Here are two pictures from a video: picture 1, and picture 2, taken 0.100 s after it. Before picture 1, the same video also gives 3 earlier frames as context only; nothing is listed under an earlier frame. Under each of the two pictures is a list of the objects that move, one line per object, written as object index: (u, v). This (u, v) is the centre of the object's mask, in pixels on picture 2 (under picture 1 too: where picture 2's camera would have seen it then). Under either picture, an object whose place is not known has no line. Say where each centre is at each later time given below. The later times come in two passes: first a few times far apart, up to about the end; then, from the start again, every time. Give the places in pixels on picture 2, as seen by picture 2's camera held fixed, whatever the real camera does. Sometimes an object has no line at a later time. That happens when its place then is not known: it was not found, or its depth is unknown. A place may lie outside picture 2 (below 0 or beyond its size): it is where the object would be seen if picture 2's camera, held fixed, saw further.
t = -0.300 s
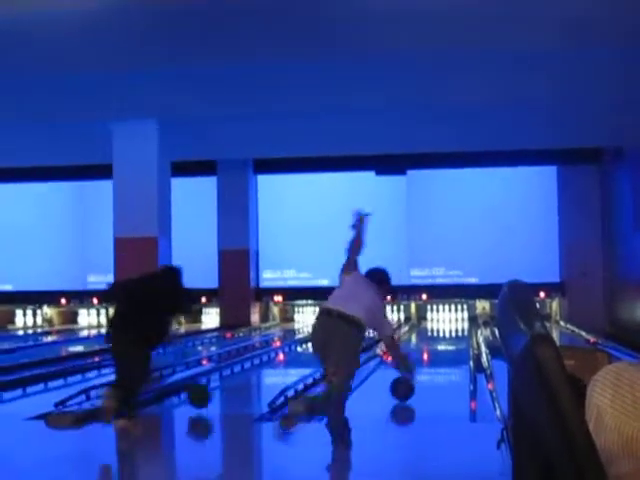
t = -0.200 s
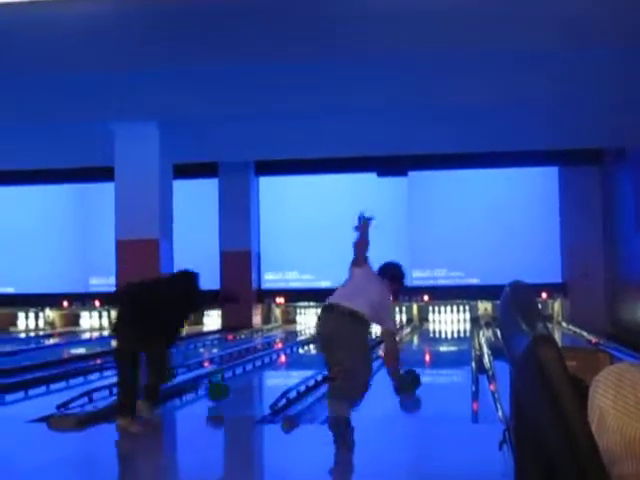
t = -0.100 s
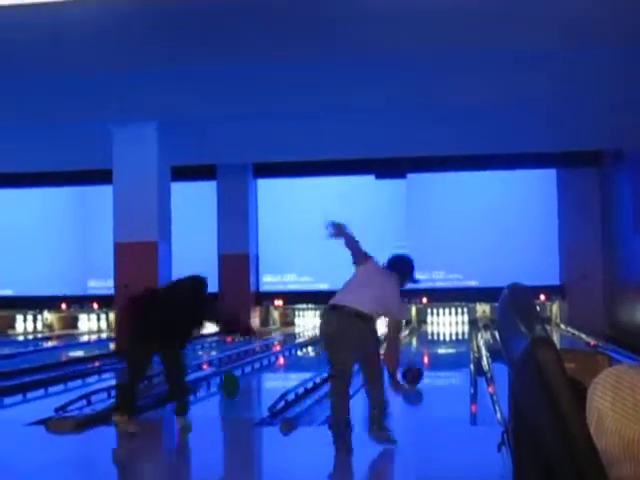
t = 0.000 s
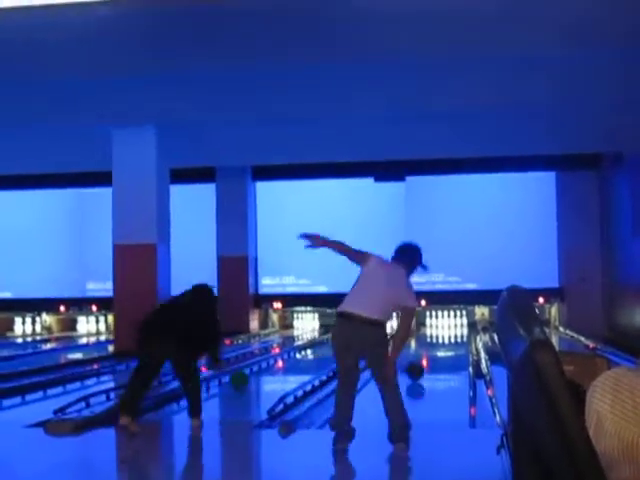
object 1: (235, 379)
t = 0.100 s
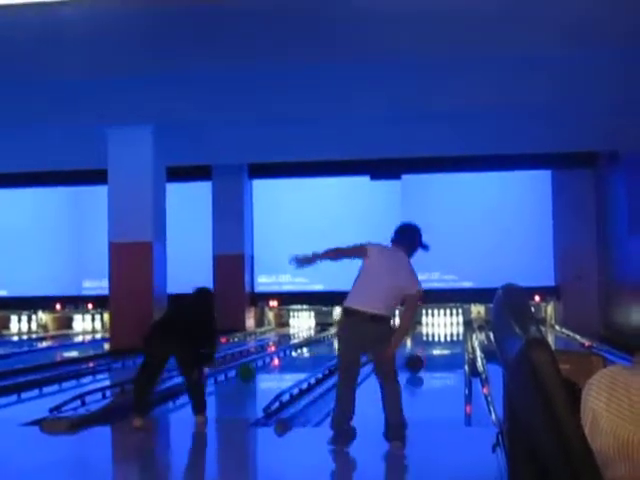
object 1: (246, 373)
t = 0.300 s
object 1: (261, 364)
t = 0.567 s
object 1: (282, 352)
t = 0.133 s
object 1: (247, 370)
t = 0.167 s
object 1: (250, 369)
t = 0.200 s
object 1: (251, 368)
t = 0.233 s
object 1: (254, 367)
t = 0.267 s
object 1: (258, 364)
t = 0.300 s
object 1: (261, 364)
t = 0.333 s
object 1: (262, 364)
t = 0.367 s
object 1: (263, 364)
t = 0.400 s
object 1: (265, 361)
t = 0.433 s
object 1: (266, 359)
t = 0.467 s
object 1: (269, 357)
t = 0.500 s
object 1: (274, 355)
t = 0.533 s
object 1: (279, 353)
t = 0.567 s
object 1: (282, 352)
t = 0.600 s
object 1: (285, 351)
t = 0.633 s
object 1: (289, 350)
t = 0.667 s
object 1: (292, 352)
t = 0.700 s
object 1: (297, 349)
